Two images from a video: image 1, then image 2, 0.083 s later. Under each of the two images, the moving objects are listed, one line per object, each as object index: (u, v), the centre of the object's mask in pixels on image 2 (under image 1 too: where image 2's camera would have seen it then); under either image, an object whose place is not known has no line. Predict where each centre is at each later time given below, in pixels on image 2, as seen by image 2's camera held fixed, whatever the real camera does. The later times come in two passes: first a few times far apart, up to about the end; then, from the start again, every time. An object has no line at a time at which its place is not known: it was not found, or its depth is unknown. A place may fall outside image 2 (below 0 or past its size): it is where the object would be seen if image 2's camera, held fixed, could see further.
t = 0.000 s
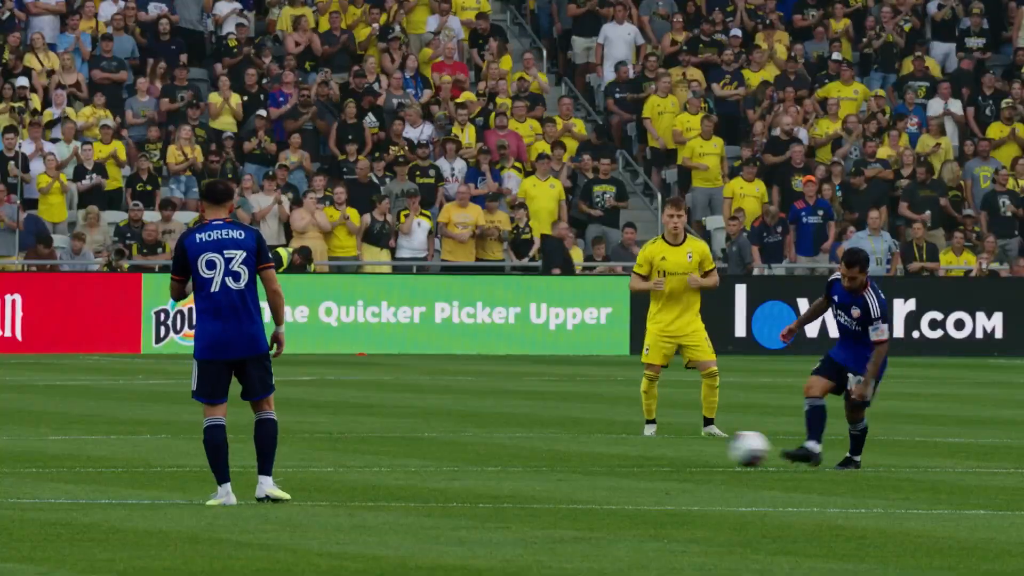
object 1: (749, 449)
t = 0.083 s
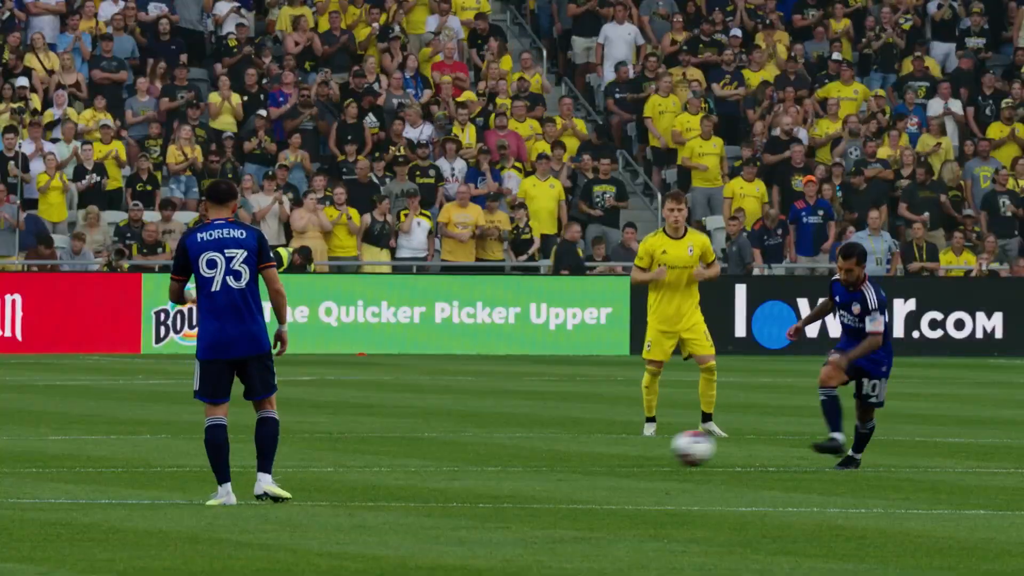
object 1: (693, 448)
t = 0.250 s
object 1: (582, 462)
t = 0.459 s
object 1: (449, 470)
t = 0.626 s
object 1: (352, 476)
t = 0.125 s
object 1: (664, 451)
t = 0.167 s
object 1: (635, 457)
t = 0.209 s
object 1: (607, 462)
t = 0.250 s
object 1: (582, 462)
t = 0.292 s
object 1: (556, 462)
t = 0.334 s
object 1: (530, 465)
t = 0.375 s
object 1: (501, 468)
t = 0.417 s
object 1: (475, 468)
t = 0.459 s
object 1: (449, 470)
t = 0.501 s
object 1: (423, 471)
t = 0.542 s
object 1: (398, 472)
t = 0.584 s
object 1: (374, 473)
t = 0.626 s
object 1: (352, 476)
